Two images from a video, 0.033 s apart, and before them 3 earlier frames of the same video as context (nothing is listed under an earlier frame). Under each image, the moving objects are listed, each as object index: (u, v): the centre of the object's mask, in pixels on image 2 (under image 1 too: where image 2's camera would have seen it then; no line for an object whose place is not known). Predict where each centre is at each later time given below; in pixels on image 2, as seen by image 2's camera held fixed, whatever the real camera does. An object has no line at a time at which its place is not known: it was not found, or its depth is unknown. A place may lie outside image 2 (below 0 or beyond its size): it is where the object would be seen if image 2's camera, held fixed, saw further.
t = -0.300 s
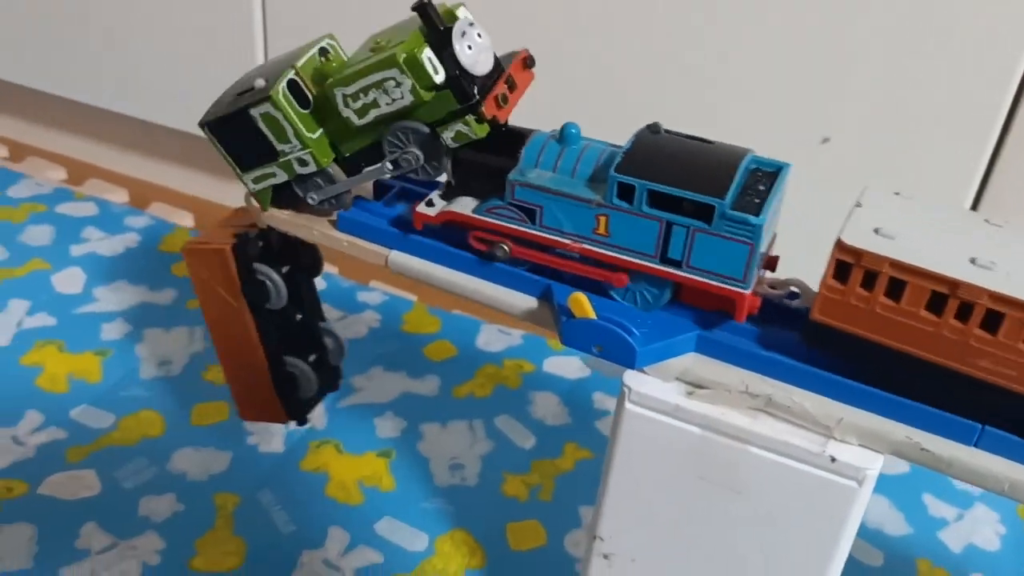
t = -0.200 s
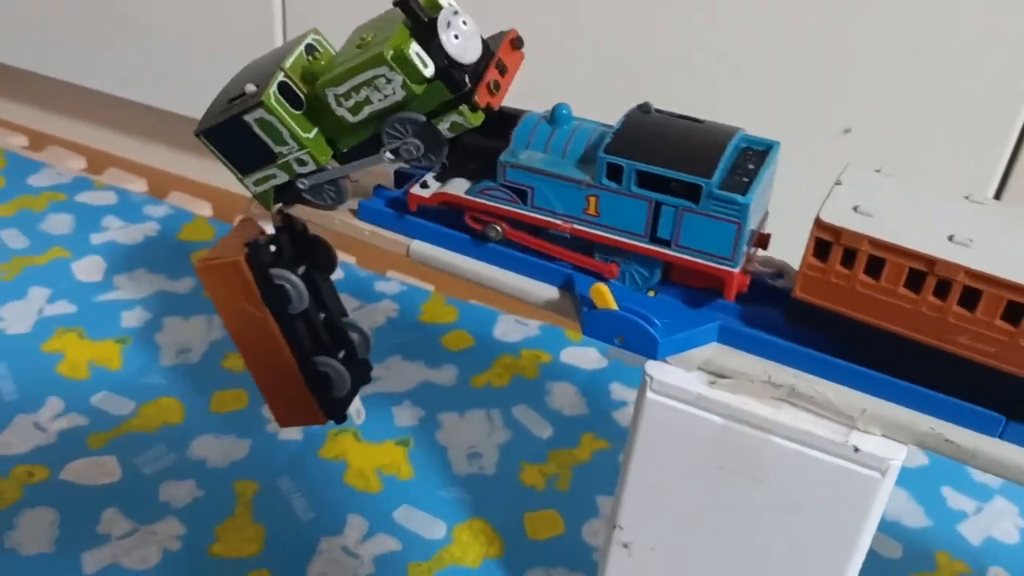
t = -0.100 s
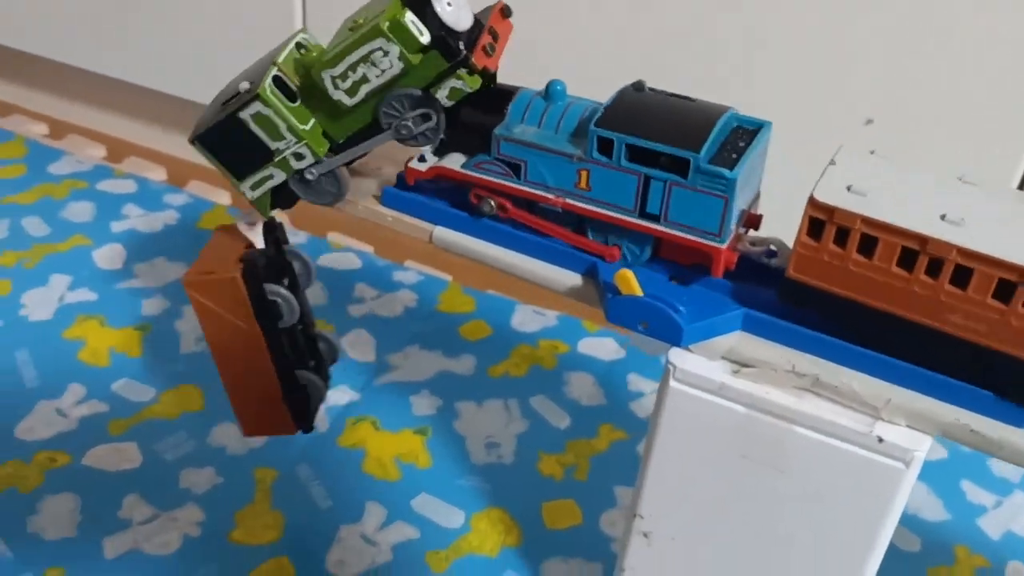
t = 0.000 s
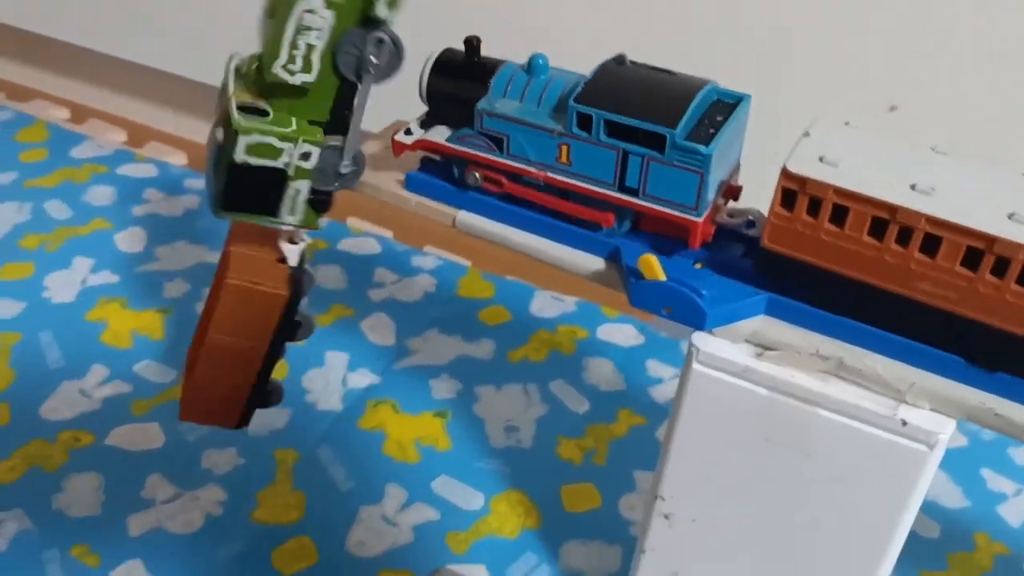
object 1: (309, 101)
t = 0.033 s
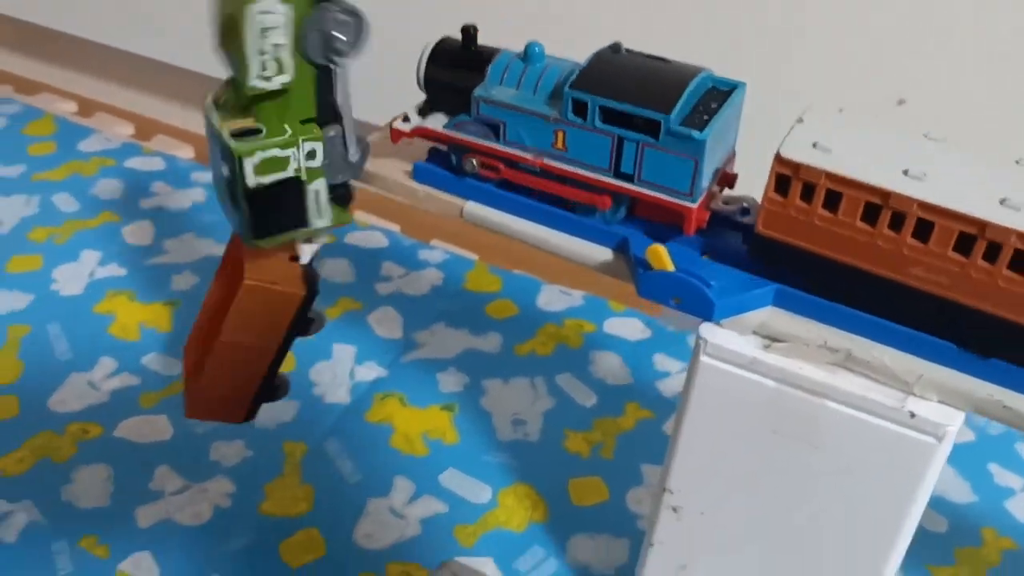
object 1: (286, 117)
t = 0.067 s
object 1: (248, 130)
